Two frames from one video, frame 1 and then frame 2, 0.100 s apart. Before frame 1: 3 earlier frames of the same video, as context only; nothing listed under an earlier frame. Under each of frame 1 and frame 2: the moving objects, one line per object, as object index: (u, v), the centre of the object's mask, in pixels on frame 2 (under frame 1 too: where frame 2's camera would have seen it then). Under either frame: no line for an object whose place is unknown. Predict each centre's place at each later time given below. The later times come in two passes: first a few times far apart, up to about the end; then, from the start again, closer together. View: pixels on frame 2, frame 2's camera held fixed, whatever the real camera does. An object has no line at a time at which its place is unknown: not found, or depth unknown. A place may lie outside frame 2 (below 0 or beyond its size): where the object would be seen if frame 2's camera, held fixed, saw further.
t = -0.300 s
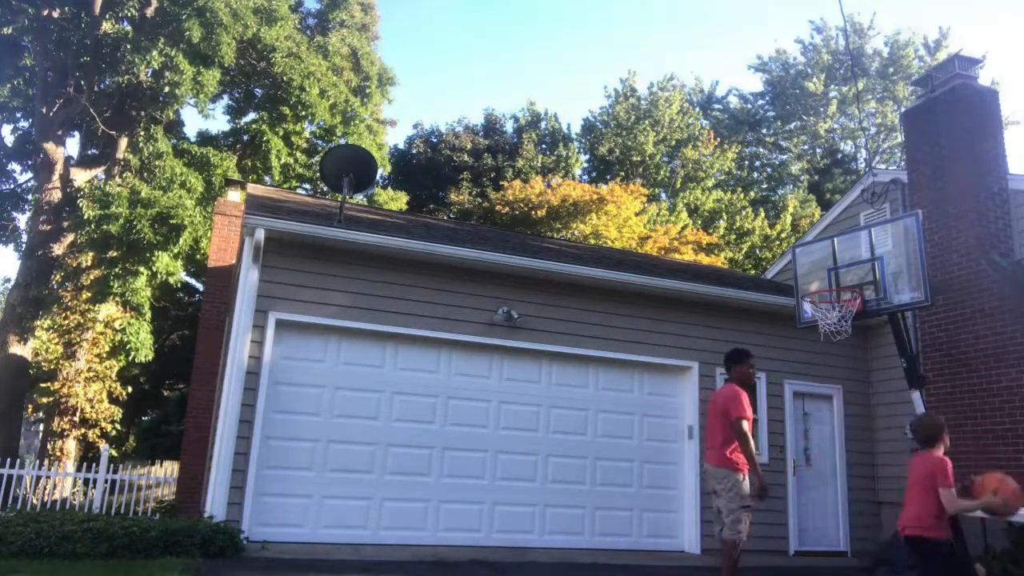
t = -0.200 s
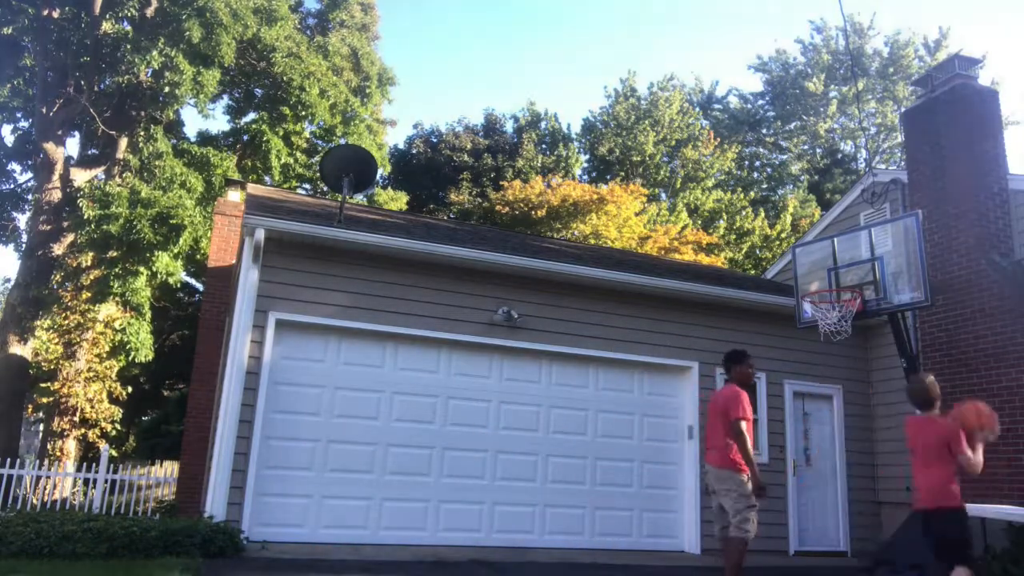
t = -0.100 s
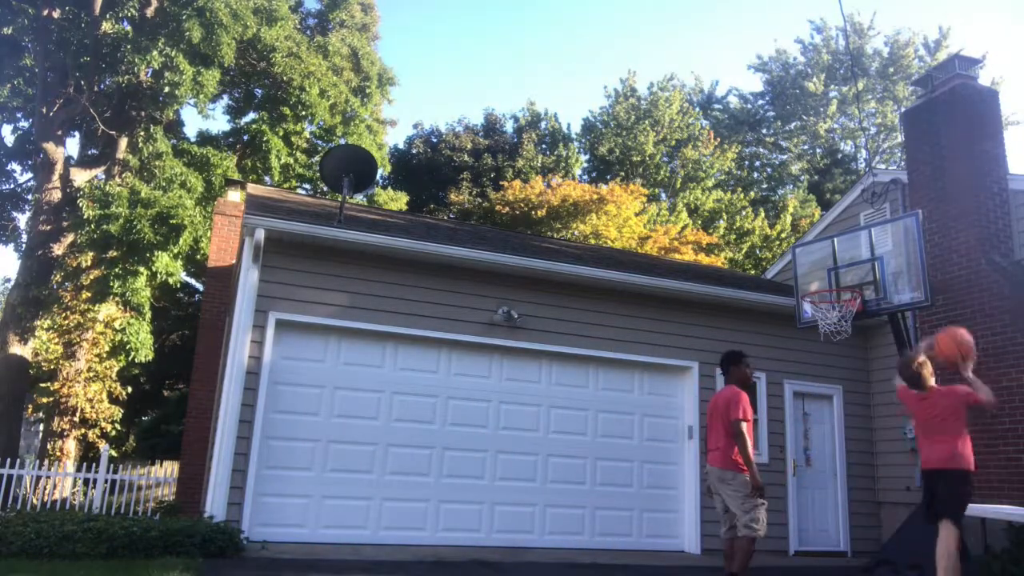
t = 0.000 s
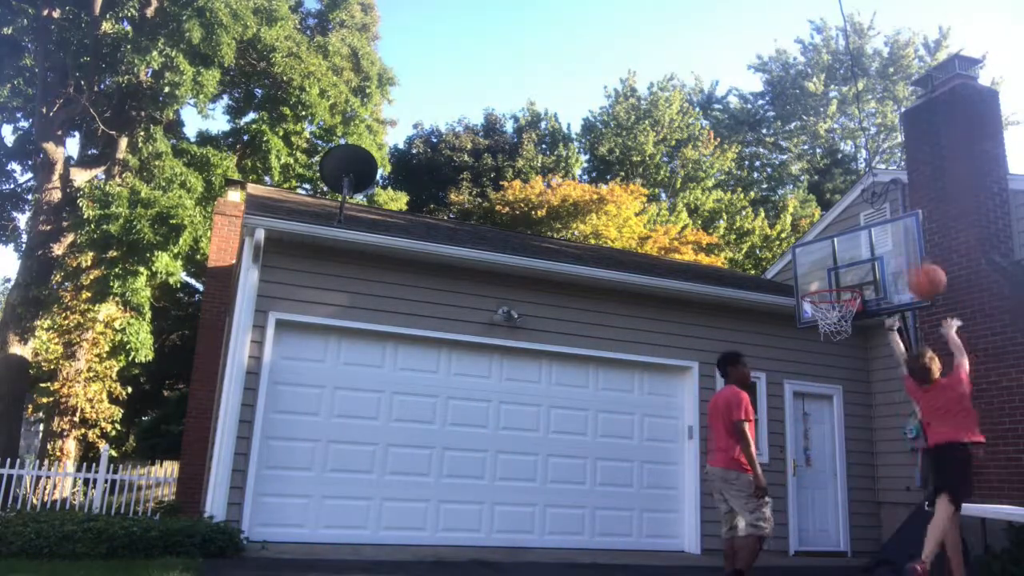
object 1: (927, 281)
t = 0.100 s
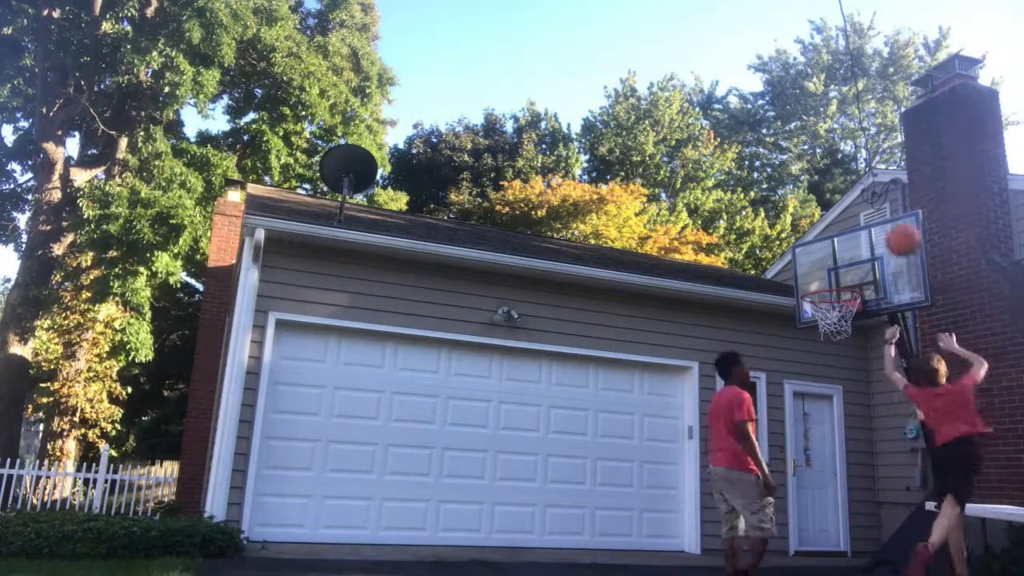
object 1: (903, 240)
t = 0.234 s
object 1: (878, 214)
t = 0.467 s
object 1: (846, 219)
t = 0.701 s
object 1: (806, 226)
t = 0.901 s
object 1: (772, 273)
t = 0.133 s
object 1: (897, 231)
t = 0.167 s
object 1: (891, 224)
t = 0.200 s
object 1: (883, 218)
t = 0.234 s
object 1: (878, 214)
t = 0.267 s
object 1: (872, 208)
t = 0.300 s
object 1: (868, 210)
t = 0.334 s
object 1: (864, 210)
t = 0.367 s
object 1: (859, 210)
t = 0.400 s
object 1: (855, 212)
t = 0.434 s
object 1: (852, 215)
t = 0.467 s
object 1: (846, 219)
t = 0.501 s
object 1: (843, 218)
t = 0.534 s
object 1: (835, 216)
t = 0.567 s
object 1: (829, 216)
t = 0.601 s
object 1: (823, 217)
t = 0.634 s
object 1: (818, 218)
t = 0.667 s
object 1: (811, 222)
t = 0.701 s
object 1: (806, 226)
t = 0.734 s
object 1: (800, 230)
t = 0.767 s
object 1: (794, 238)
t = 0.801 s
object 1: (790, 244)
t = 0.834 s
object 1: (782, 254)
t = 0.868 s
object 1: (779, 265)
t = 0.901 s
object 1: (772, 273)
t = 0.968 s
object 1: (762, 297)
